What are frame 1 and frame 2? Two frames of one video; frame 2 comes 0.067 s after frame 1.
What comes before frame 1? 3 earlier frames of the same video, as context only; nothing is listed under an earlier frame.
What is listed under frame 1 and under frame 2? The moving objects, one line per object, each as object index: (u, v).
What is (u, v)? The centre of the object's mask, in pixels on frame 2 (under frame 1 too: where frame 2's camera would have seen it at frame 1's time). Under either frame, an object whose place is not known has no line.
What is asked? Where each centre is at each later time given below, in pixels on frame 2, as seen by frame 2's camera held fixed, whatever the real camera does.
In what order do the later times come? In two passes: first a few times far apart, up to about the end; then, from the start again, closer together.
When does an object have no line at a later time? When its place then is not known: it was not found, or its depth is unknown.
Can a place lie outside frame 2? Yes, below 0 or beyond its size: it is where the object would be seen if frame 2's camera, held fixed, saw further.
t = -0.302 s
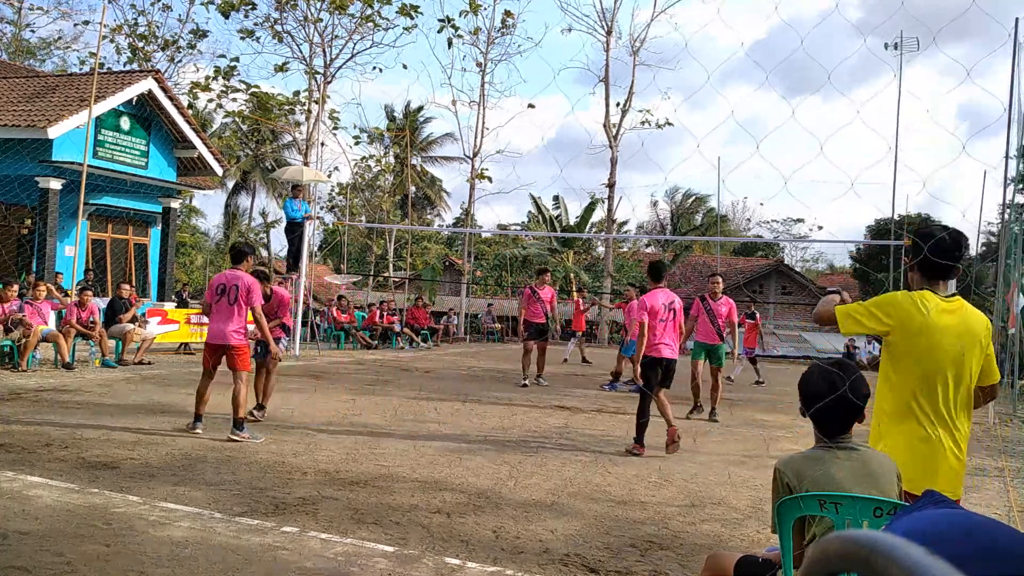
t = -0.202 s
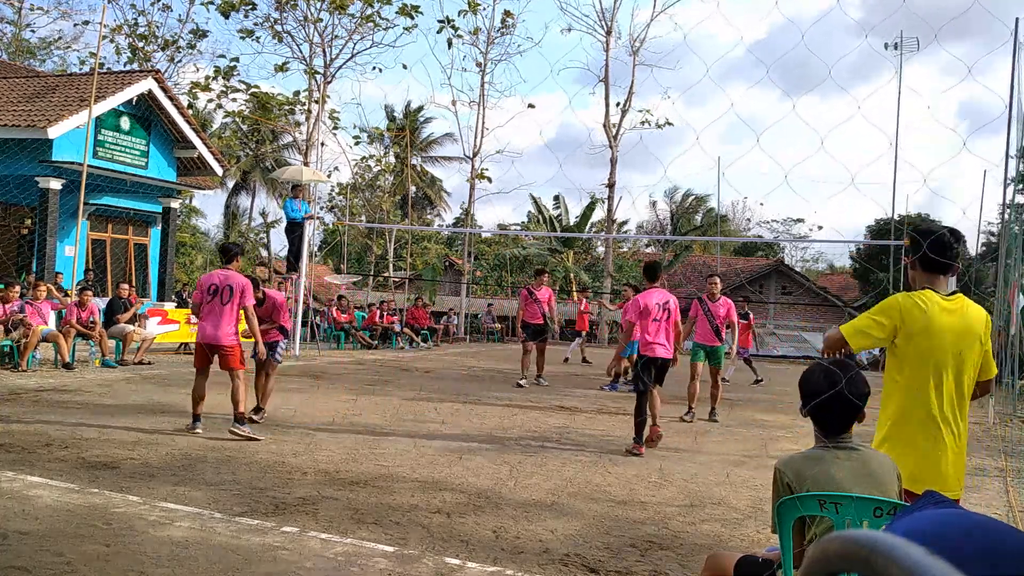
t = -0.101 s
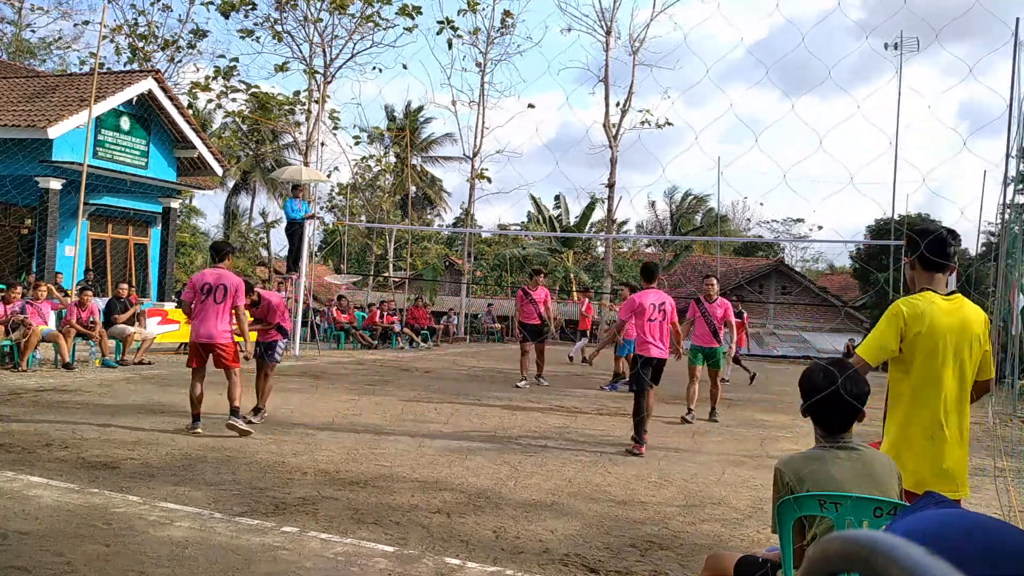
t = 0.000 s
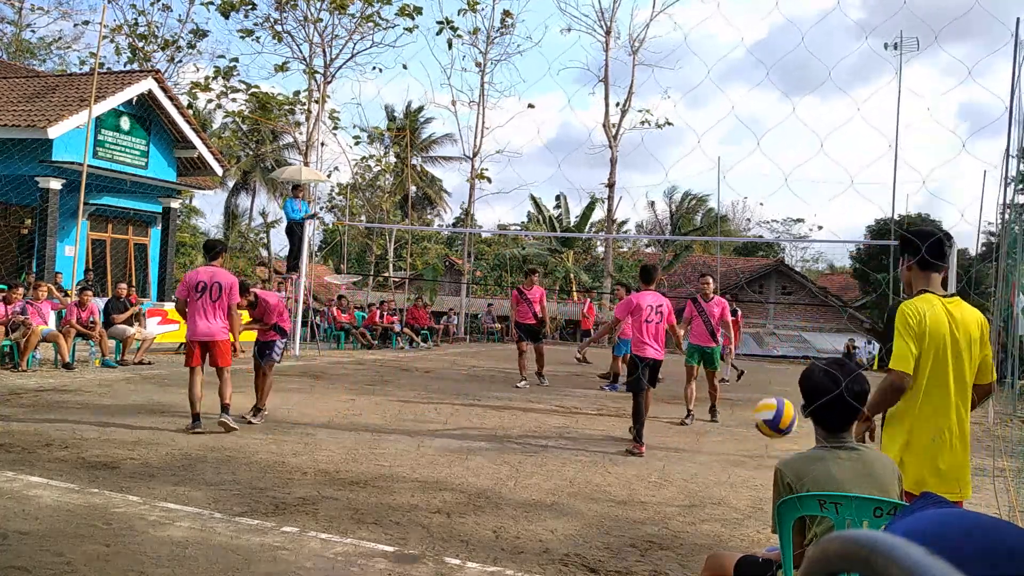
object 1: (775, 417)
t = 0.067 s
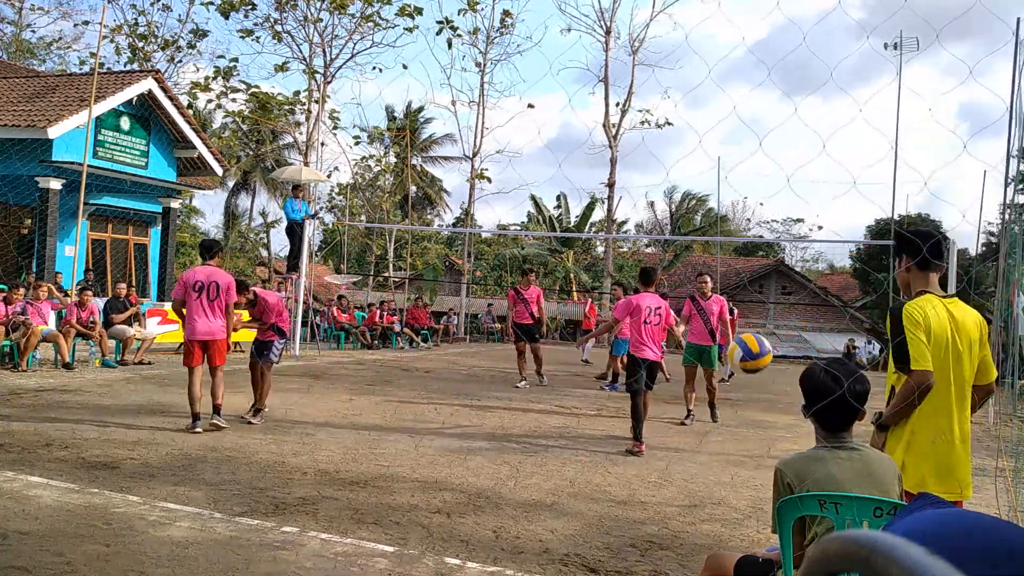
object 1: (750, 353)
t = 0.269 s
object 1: (677, 221)
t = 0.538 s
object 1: (579, 167)
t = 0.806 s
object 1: (486, 238)
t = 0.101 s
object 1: (738, 325)
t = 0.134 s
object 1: (725, 300)
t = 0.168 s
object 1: (713, 276)
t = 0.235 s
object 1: (688, 237)
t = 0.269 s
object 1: (677, 221)
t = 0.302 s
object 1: (663, 207)
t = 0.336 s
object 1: (652, 195)
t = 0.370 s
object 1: (639, 186)
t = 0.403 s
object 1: (628, 178)
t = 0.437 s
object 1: (616, 172)
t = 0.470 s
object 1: (603, 168)
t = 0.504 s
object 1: (591, 167)
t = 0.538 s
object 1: (579, 167)
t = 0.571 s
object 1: (568, 170)
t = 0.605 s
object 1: (556, 174)
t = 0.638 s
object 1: (544, 180)
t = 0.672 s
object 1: (532, 188)
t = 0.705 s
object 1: (520, 198)
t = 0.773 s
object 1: (497, 222)
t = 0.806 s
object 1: (486, 238)
